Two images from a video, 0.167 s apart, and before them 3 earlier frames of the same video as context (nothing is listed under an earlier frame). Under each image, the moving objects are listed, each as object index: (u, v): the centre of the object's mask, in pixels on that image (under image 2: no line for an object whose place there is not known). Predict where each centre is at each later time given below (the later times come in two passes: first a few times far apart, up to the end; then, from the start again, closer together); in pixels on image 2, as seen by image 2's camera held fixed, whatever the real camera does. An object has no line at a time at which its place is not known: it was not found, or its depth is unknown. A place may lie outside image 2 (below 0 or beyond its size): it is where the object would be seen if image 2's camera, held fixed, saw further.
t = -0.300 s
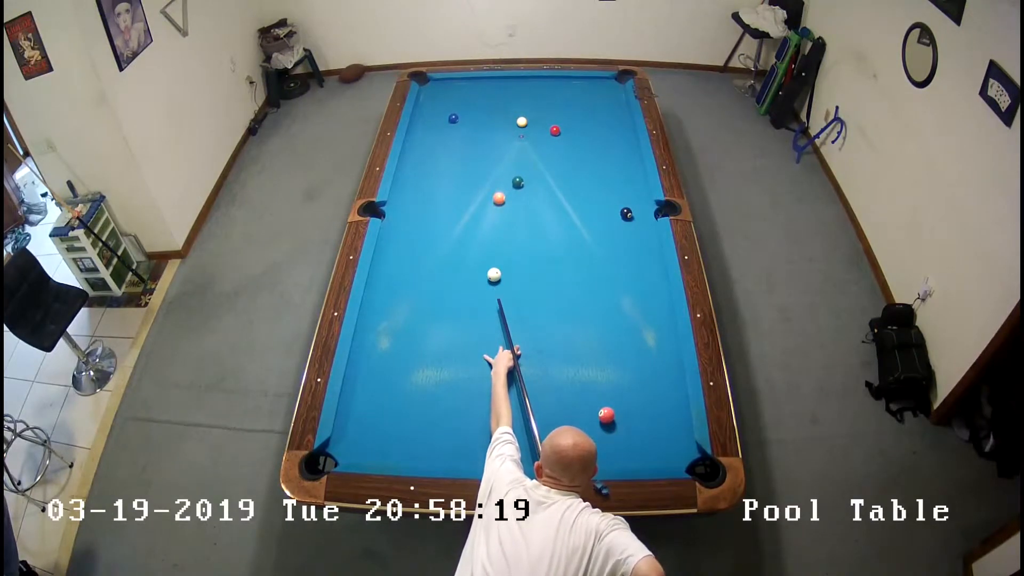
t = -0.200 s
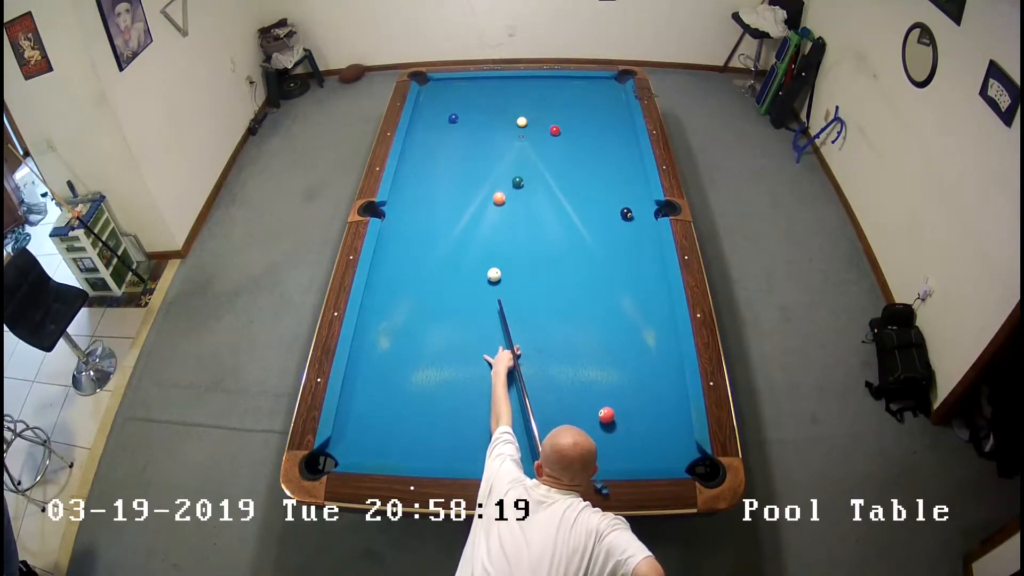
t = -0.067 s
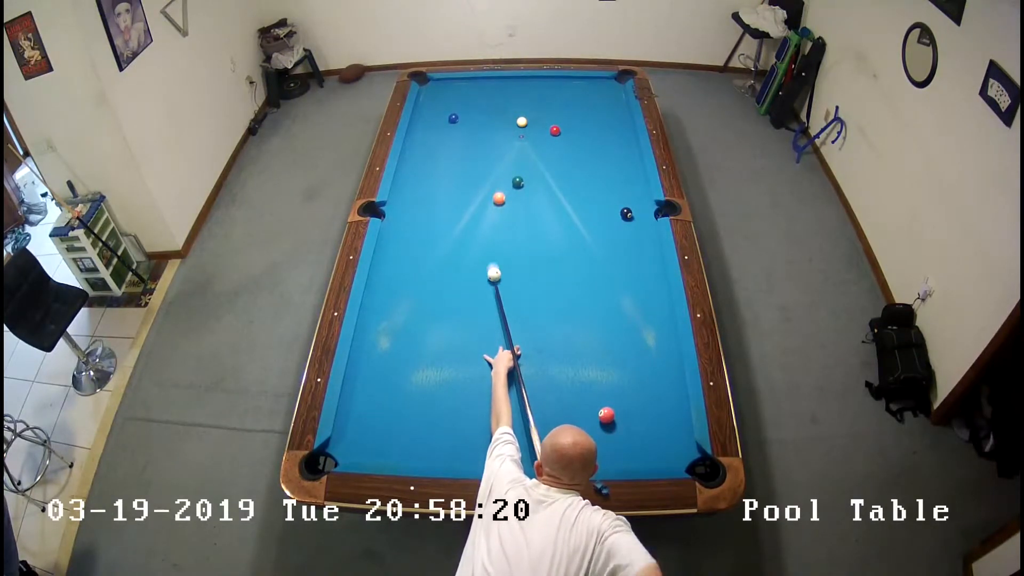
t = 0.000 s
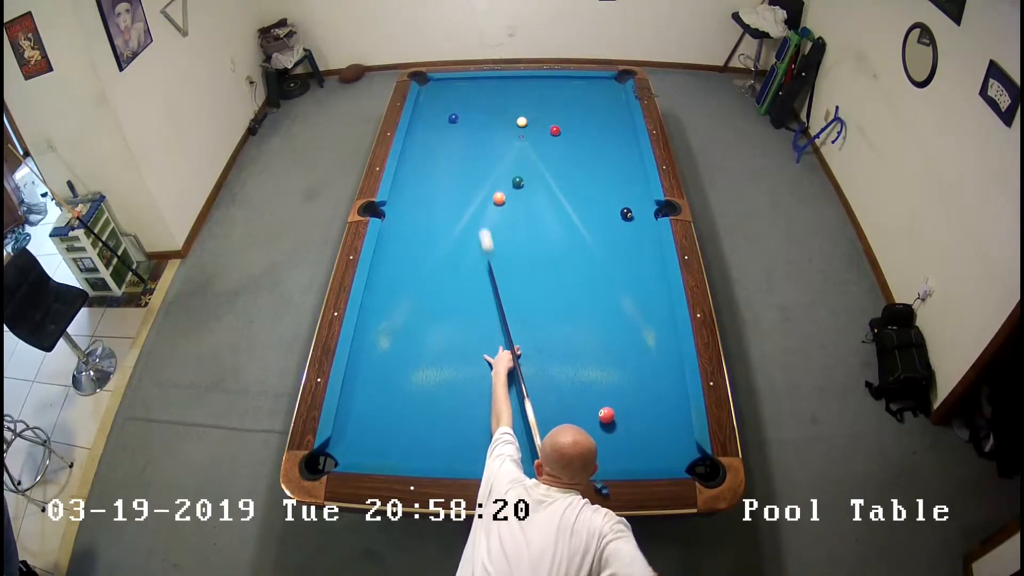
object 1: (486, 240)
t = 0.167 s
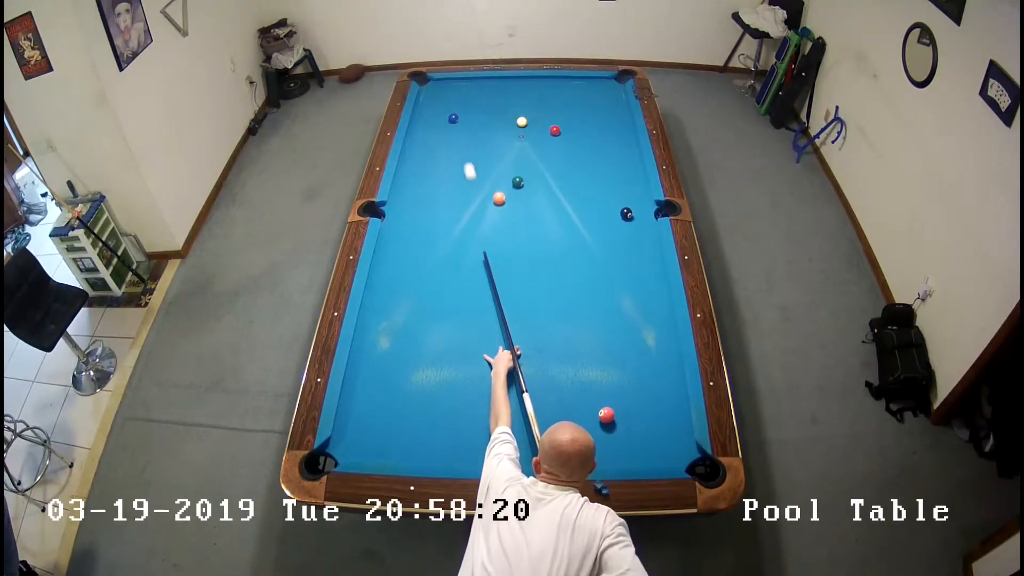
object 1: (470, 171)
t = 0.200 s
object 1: (467, 161)
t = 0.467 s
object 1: (469, 116)
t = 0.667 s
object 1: (482, 102)
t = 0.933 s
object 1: (495, 82)
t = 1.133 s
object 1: (496, 83)
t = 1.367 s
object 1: (495, 91)
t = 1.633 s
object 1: (494, 99)
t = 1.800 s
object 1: (493, 104)
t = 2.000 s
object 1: (491, 111)
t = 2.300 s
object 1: (489, 119)
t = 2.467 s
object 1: (488, 124)
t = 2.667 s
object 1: (487, 130)
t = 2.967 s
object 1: (485, 138)
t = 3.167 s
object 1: (484, 143)
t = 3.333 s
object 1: (483, 147)
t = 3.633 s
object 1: (481, 153)
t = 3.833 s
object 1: (480, 157)
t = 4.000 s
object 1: (479, 160)
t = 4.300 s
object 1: (477, 165)
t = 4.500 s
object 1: (475, 168)
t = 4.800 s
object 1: (474, 172)
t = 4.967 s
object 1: (473, 174)
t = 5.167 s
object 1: (473, 175)
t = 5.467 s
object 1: (472, 177)
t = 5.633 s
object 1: (471, 177)
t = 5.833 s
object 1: (471, 177)
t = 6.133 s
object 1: (471, 177)
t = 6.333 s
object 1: (471, 177)
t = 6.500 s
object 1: (471, 177)
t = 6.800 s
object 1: (471, 177)
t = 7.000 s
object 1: (471, 177)
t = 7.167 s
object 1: (471, 177)
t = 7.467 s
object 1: (471, 177)
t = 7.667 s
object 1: (471, 177)
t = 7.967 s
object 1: (471, 177)
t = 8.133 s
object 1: (471, 177)
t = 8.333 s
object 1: (471, 177)
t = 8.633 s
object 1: (471, 177)
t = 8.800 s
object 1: (471, 177)
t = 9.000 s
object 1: (471, 177)
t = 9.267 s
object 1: (471, 177)
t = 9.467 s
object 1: (471, 177)
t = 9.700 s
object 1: (471, 177)
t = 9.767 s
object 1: (471, 177)
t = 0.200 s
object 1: (467, 161)
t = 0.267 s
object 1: (462, 141)
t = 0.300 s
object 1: (460, 131)
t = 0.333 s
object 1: (458, 124)
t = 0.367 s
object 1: (460, 121)
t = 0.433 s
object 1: (467, 118)
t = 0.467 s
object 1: (469, 116)
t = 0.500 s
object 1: (472, 114)
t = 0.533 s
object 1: (474, 112)
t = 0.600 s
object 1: (478, 107)
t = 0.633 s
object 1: (480, 104)
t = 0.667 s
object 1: (482, 102)
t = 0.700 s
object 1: (483, 99)
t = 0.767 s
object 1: (487, 94)
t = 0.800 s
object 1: (489, 91)
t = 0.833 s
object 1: (490, 89)
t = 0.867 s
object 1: (492, 87)
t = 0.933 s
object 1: (495, 82)
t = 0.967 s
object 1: (497, 80)
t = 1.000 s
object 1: (497, 79)
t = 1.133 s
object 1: (496, 83)
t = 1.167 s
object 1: (496, 85)
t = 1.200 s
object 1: (496, 86)
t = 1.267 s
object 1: (496, 88)
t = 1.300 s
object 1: (495, 89)
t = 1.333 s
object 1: (495, 90)
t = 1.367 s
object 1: (495, 91)
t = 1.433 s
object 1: (495, 93)
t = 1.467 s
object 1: (494, 94)
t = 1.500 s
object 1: (494, 95)
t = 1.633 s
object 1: (494, 99)
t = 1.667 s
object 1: (493, 100)
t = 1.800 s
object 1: (493, 104)
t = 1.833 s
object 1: (492, 106)
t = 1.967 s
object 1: (492, 110)
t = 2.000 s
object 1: (491, 111)
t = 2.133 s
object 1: (491, 115)
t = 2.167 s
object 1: (491, 116)
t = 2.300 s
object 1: (489, 119)
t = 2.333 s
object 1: (489, 120)
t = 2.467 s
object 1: (488, 124)
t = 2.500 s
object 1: (488, 125)
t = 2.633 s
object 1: (487, 129)
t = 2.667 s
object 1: (487, 130)
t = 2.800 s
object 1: (486, 133)
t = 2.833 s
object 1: (486, 134)
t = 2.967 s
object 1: (485, 138)
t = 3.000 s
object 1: (485, 139)
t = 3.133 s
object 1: (484, 142)
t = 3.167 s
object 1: (484, 143)
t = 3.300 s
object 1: (483, 146)
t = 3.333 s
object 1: (483, 147)
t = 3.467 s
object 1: (482, 150)
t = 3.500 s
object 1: (482, 150)
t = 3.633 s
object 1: (481, 153)
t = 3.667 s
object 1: (481, 154)
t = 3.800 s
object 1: (480, 157)
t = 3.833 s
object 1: (480, 157)
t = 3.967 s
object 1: (479, 160)
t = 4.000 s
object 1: (479, 160)
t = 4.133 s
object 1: (478, 163)
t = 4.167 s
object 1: (477, 163)
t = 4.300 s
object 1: (477, 165)
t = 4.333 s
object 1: (476, 166)
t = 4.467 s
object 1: (475, 168)
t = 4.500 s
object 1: (475, 168)
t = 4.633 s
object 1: (475, 170)
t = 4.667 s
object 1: (475, 170)
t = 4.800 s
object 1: (474, 172)
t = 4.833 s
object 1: (474, 172)
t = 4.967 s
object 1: (473, 174)
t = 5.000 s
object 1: (473, 174)
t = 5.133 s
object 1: (473, 175)
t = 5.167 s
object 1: (473, 175)
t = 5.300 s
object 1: (472, 176)
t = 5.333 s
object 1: (472, 176)
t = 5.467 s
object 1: (472, 177)
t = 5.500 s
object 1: (472, 177)
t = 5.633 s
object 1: (471, 177)
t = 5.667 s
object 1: (471, 177)
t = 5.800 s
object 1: (471, 177)
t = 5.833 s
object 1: (471, 177)
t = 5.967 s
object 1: (471, 177)
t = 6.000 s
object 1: (471, 177)
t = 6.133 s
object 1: (471, 177)
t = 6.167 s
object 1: (471, 177)
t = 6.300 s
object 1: (471, 177)
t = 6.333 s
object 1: (471, 177)
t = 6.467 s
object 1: (471, 177)
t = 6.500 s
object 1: (471, 177)
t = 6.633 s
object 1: (471, 177)
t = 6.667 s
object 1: (471, 177)
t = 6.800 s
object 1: (471, 177)
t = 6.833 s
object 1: (471, 177)
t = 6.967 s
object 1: (471, 177)
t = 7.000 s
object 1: (471, 177)
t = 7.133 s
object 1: (471, 177)
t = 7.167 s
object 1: (471, 177)
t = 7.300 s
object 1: (471, 177)
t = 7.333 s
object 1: (471, 177)
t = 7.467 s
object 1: (471, 177)
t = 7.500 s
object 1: (471, 177)
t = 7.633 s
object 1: (471, 177)
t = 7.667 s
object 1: (471, 177)
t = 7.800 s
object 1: (471, 177)
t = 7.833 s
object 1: (471, 177)
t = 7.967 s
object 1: (471, 177)
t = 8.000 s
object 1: (471, 177)
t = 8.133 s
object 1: (471, 177)
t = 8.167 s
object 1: (471, 177)
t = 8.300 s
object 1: (471, 177)
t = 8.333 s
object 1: (471, 177)
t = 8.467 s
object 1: (471, 177)
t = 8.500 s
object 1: (471, 177)
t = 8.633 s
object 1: (471, 177)
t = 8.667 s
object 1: (471, 177)
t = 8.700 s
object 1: (471, 177)
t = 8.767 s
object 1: (471, 177)
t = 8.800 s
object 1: (471, 177)
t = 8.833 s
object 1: (471, 177)
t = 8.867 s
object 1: (471, 177)
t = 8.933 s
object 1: (471, 177)
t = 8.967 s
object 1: (471, 177)
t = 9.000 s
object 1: (471, 177)
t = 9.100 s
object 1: (471, 177)
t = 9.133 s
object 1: (471, 177)
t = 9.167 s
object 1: (471, 177)
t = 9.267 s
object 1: (471, 177)
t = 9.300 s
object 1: (471, 177)
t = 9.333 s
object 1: (471, 177)
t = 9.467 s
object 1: (471, 177)
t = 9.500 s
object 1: (471, 177)
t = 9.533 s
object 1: (471, 177)
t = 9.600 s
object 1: (471, 177)
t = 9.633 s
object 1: (471, 177)
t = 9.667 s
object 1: (471, 177)
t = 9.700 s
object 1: (471, 177)
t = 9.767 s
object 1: (471, 177)
